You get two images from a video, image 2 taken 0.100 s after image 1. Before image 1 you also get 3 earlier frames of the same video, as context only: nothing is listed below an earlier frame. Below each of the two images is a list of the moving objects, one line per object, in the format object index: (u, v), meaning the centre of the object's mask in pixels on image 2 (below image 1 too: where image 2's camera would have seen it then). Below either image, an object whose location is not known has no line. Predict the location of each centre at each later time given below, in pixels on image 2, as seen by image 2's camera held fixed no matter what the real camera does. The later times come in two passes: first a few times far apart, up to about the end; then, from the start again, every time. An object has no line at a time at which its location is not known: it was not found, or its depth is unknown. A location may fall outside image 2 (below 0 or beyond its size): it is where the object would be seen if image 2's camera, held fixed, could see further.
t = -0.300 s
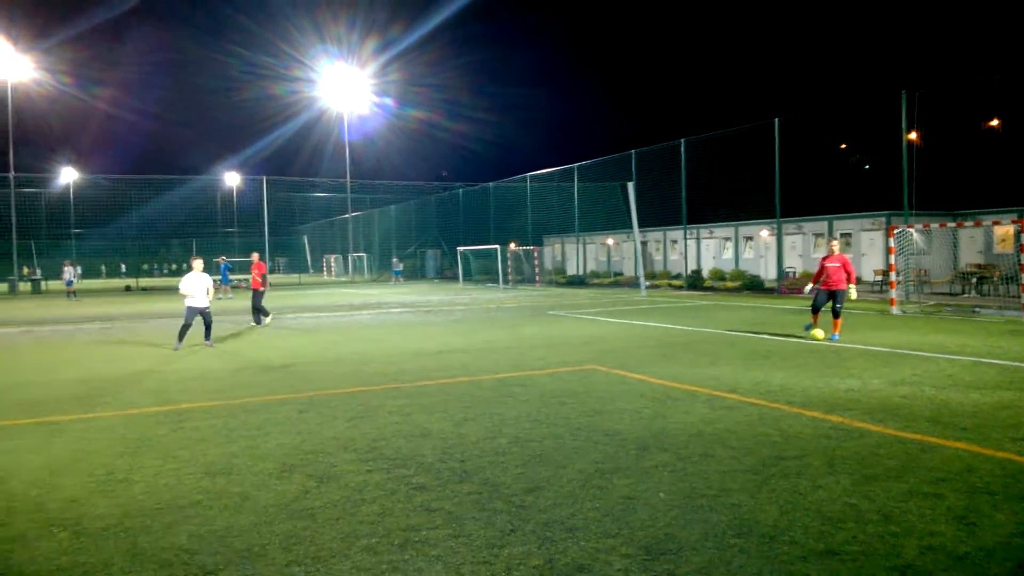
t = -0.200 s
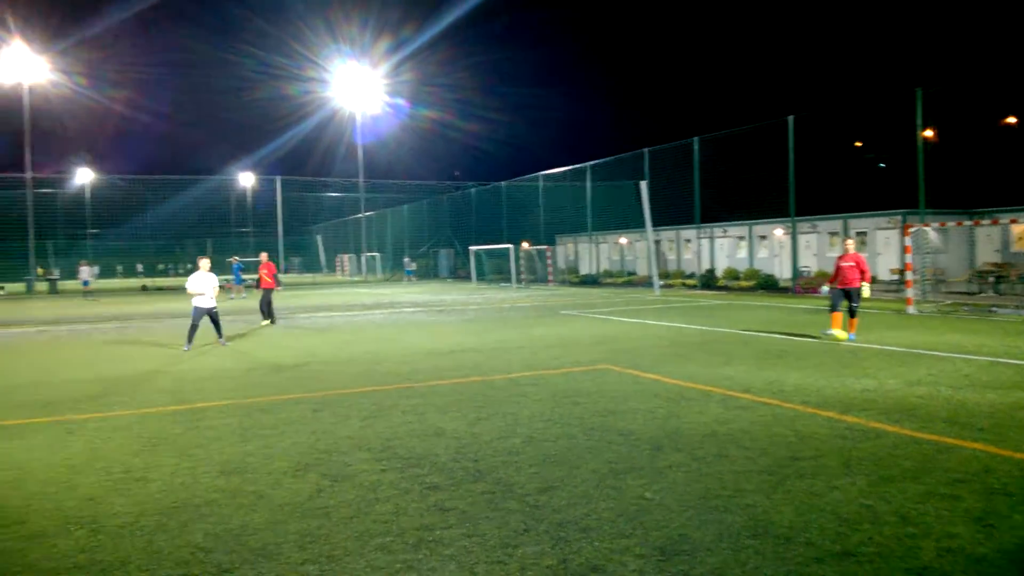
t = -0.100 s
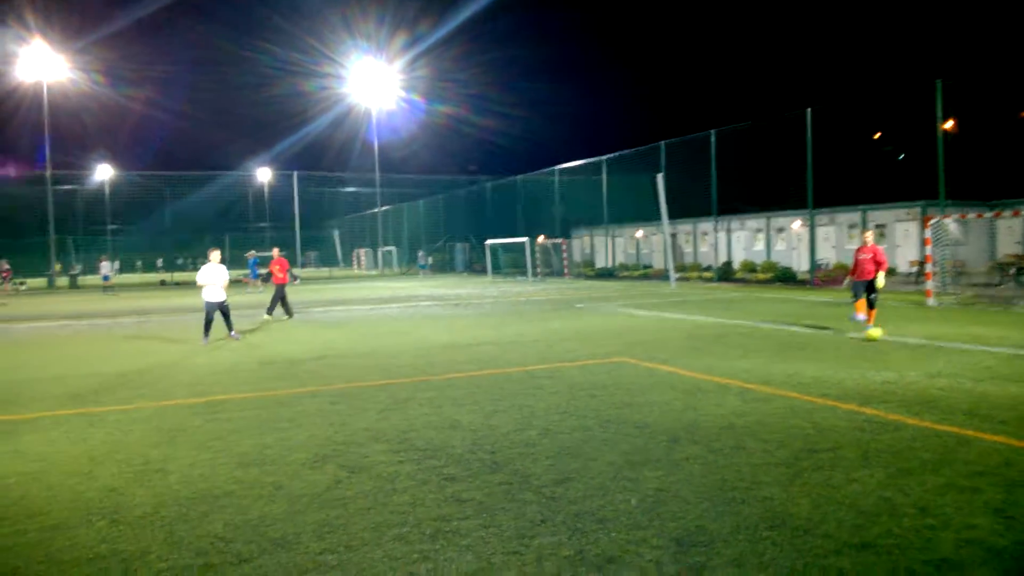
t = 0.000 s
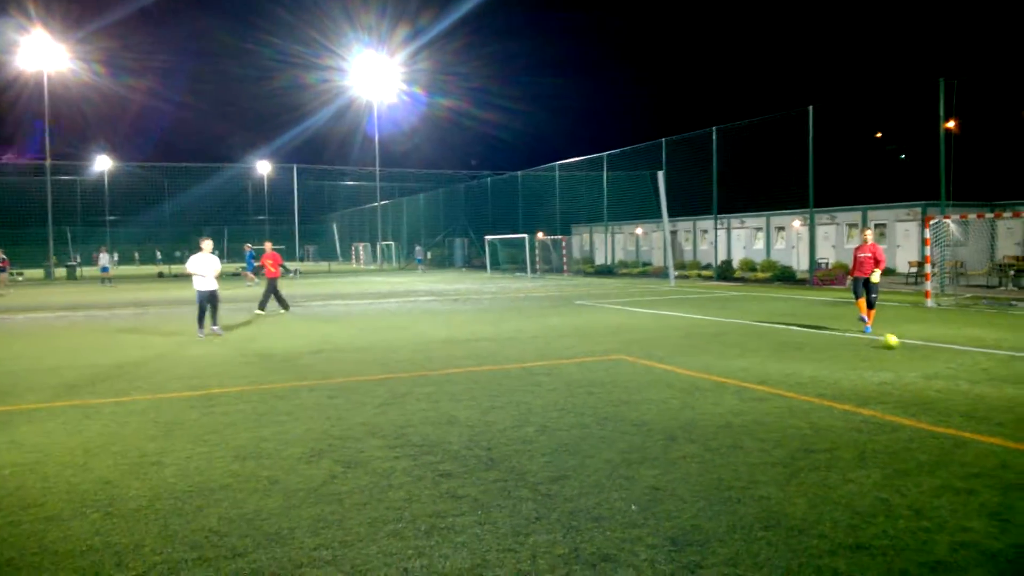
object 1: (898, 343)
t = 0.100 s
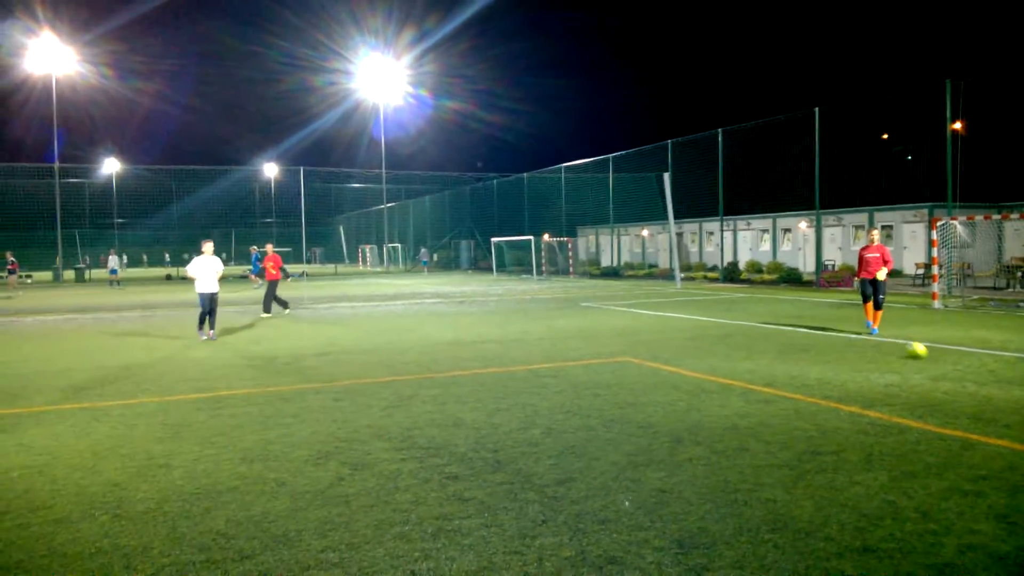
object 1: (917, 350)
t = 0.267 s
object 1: (953, 363)
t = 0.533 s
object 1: (1020, 386)
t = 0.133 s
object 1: (924, 352)
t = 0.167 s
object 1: (931, 355)
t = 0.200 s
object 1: (938, 358)
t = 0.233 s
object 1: (945, 361)
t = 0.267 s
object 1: (953, 363)
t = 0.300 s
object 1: (961, 366)
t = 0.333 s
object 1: (969, 368)
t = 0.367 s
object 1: (977, 371)
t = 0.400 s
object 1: (985, 374)
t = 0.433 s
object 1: (993, 377)
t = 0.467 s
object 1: (1003, 379)
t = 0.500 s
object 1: (1011, 383)
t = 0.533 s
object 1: (1020, 386)
